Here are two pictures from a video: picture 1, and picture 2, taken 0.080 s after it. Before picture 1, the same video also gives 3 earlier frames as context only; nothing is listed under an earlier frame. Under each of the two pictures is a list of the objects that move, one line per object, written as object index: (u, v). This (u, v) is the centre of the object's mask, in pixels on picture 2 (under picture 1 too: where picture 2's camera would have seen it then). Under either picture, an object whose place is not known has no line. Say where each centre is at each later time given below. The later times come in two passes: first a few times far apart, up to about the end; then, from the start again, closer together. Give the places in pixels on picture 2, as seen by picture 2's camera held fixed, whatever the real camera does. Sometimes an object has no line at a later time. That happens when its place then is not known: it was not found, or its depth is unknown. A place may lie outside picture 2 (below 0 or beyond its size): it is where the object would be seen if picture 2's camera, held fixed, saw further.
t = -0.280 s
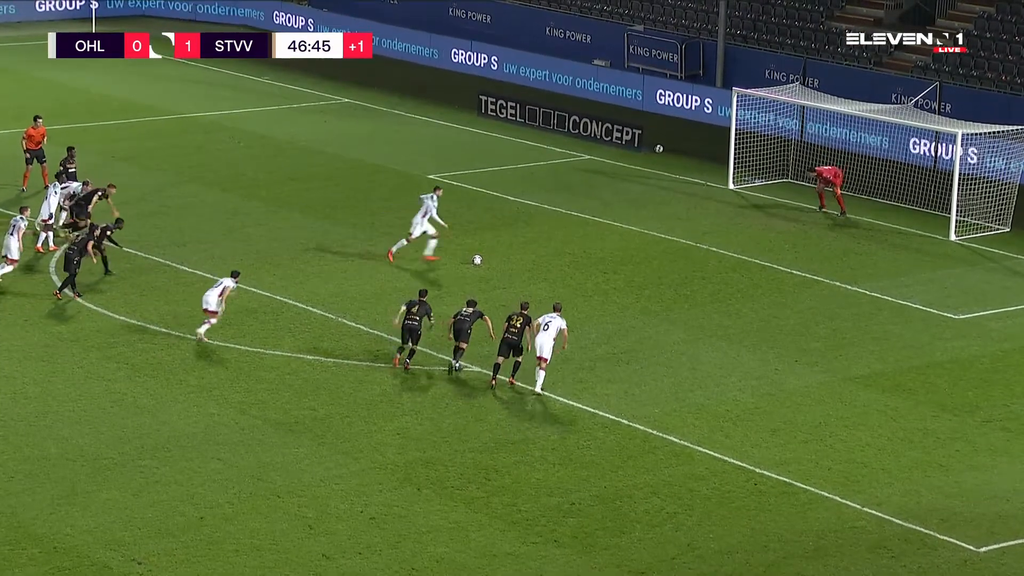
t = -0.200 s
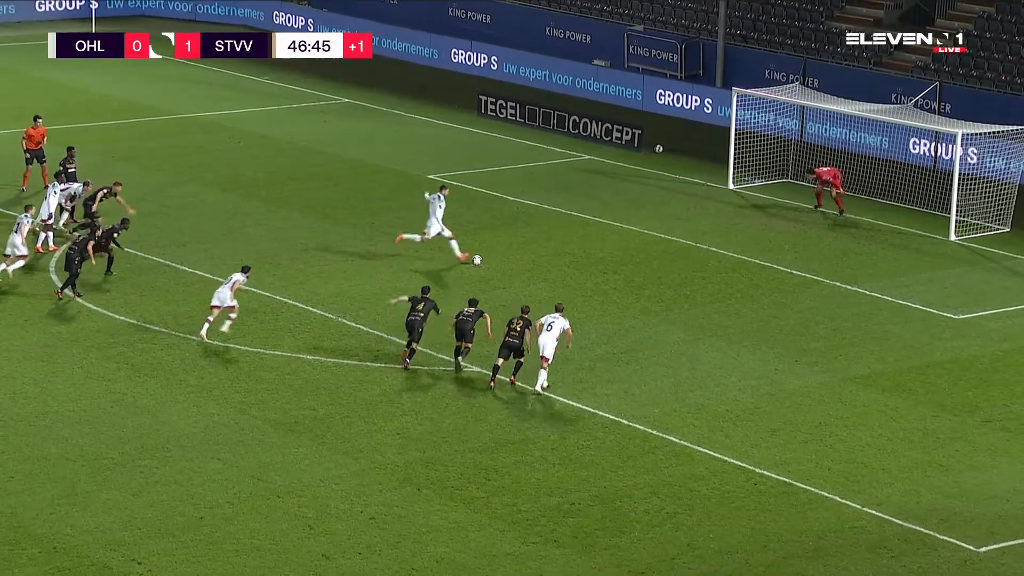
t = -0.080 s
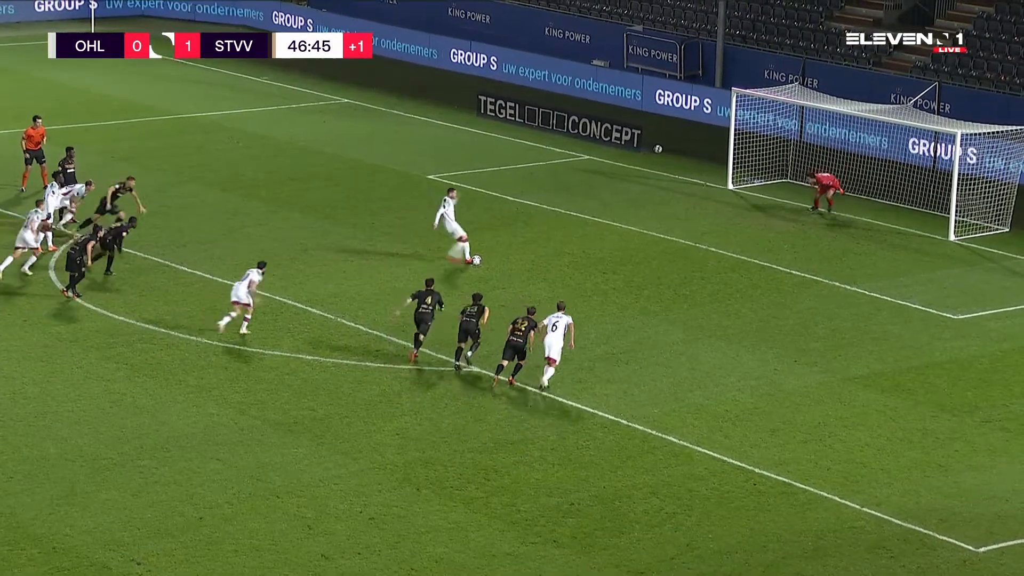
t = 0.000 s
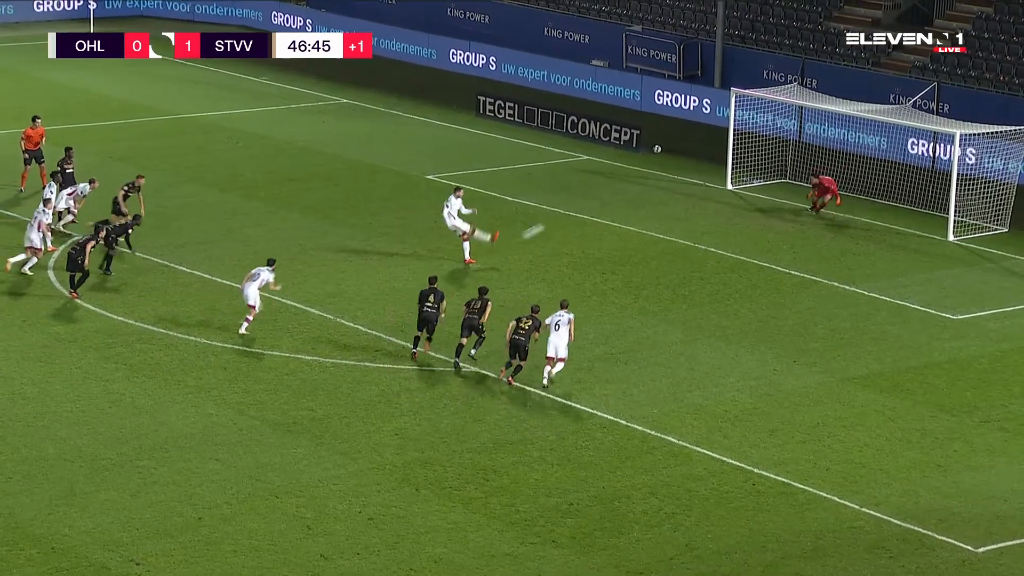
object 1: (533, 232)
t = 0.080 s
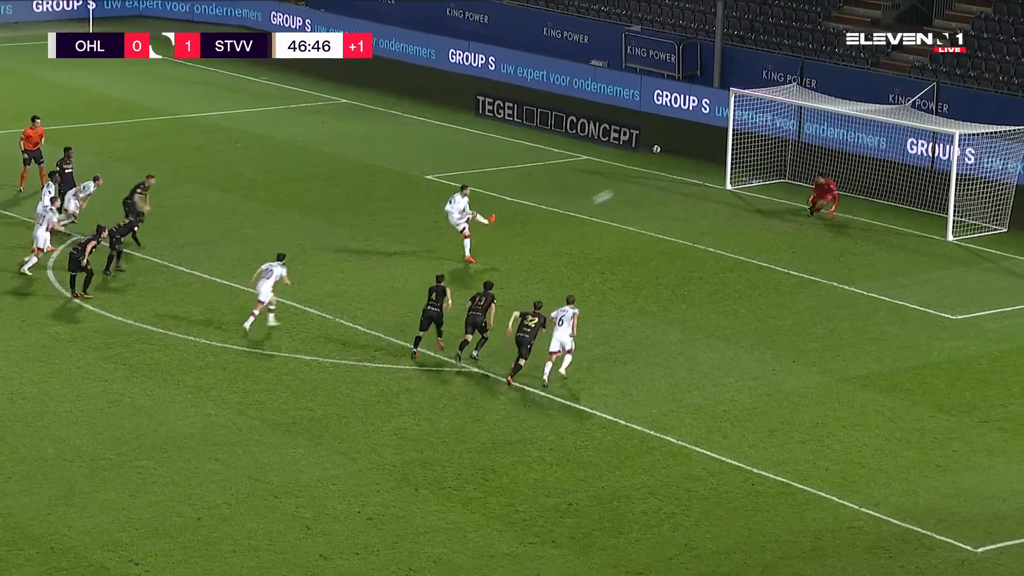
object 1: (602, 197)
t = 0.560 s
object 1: (862, 106)
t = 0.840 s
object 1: (857, 188)
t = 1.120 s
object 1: (836, 153)
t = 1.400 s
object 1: (815, 141)
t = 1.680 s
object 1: (790, 161)
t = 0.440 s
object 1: (841, 99)
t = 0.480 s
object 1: (856, 96)
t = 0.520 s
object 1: (860, 99)
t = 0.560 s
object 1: (862, 106)
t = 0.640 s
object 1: (862, 126)
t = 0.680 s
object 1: (861, 137)
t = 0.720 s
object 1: (861, 149)
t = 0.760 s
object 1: (860, 162)
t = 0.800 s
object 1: (858, 174)
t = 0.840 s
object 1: (857, 188)
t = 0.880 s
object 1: (854, 189)
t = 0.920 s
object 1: (852, 181)
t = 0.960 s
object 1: (849, 174)
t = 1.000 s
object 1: (845, 168)
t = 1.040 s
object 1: (843, 163)
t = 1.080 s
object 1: (840, 158)
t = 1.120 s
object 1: (836, 153)
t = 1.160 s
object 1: (834, 149)
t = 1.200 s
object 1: (831, 146)
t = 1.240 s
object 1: (828, 144)
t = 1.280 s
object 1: (824, 142)
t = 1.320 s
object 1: (820, 141)
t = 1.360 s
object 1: (818, 141)
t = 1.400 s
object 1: (815, 141)
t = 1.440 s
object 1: (811, 142)
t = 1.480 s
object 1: (807, 144)
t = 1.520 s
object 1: (803, 146)
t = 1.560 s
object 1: (800, 149)
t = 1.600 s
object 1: (797, 152)
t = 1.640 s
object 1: (793, 156)
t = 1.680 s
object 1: (790, 161)
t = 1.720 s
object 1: (786, 167)
